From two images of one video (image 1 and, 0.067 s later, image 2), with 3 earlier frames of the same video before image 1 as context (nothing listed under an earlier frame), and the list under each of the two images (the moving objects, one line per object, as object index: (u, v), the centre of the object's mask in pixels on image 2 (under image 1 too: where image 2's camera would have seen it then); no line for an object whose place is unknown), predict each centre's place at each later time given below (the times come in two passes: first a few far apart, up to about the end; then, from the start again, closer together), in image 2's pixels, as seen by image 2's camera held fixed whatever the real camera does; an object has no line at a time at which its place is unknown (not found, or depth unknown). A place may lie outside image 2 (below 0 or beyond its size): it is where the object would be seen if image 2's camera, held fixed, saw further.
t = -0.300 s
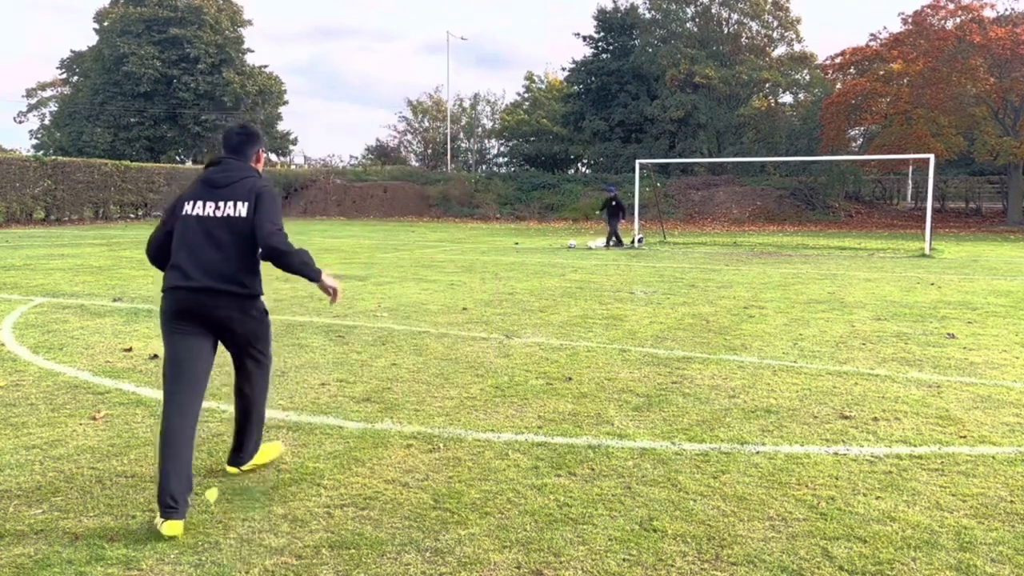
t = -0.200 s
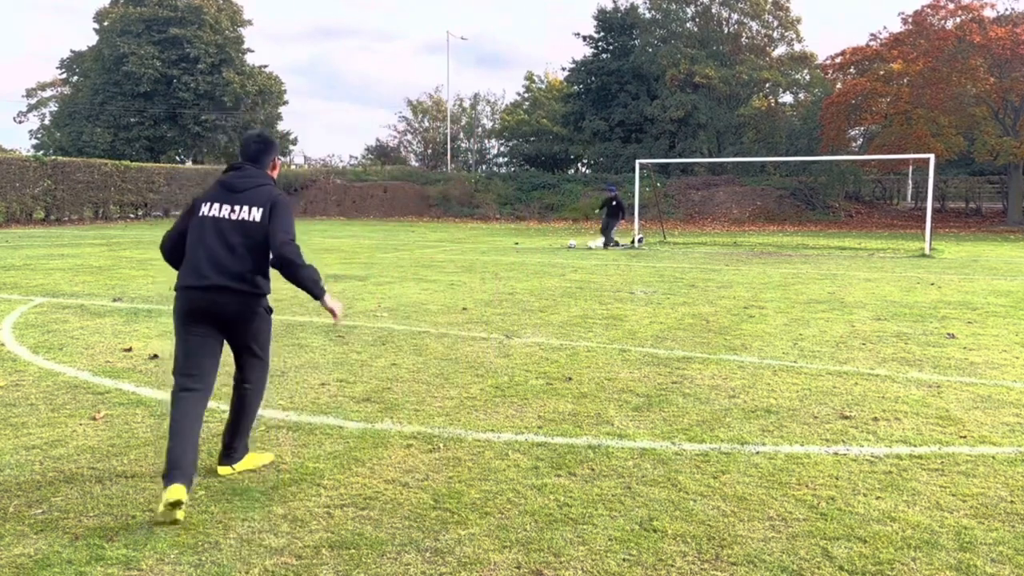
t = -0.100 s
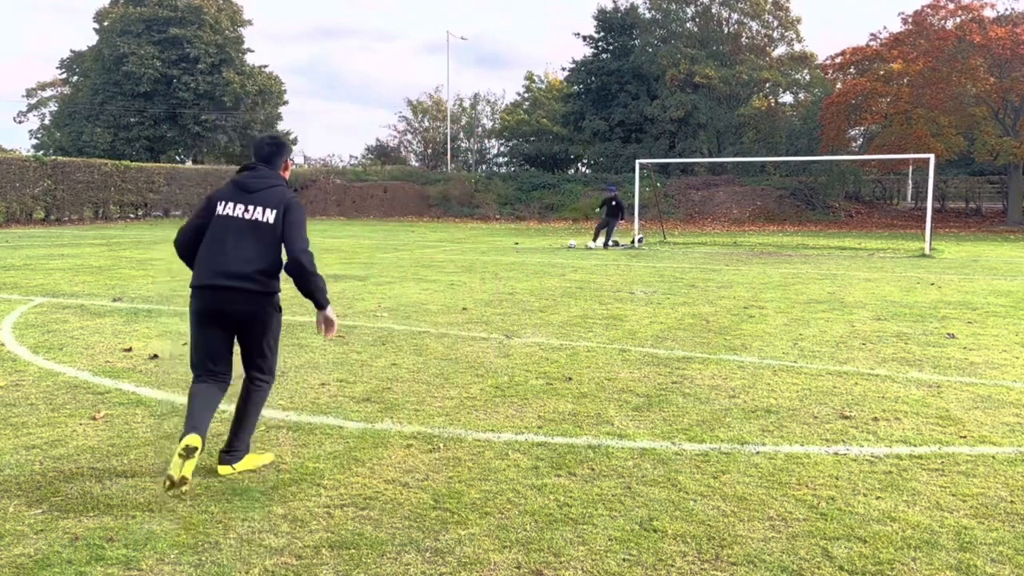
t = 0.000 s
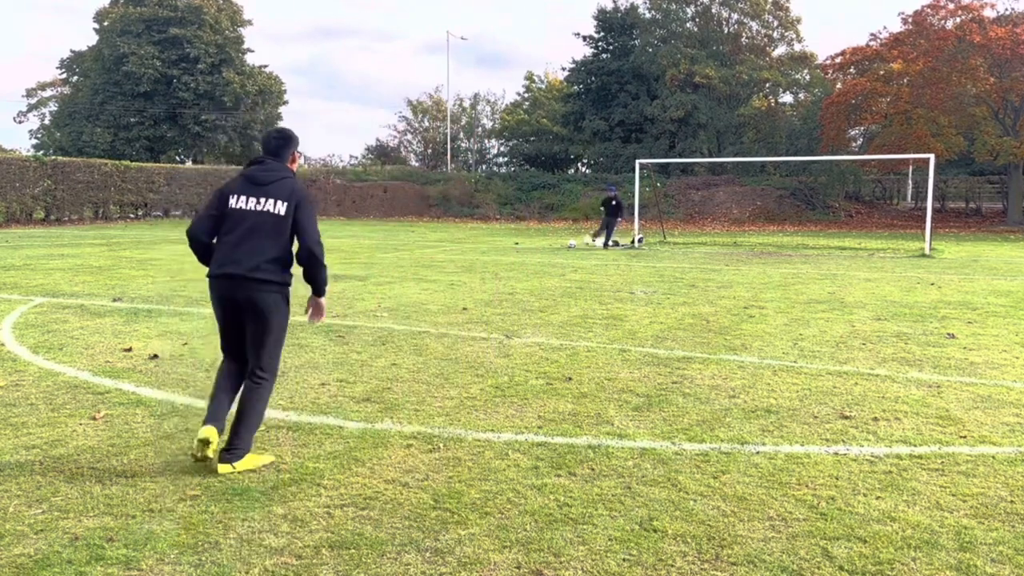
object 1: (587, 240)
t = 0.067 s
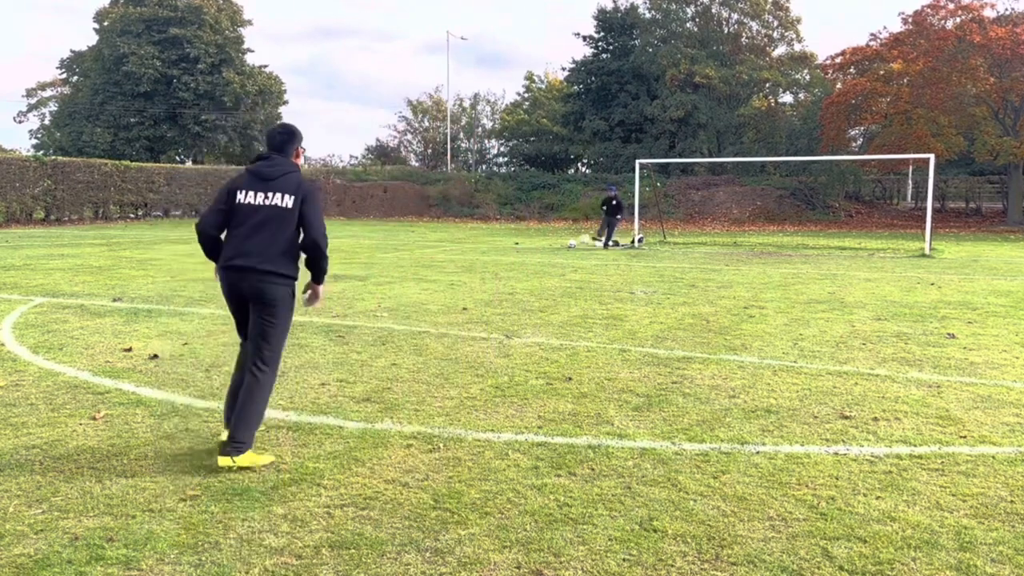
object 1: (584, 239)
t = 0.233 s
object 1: (579, 244)
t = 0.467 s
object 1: (572, 261)
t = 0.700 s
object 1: (567, 268)
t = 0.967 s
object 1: (562, 278)
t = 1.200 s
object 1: (555, 306)
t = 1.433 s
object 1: (552, 315)
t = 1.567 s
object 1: (549, 331)
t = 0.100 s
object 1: (583, 239)
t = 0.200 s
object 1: (581, 242)
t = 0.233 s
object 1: (579, 244)
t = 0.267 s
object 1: (578, 248)
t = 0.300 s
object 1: (576, 252)
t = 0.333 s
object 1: (576, 259)
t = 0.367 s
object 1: (573, 263)
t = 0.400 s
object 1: (573, 264)
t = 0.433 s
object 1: (573, 262)
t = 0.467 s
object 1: (572, 261)
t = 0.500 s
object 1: (571, 259)
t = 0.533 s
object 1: (570, 260)
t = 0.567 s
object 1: (570, 260)
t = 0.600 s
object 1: (570, 261)
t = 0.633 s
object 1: (568, 262)
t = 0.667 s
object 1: (568, 264)
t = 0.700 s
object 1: (567, 268)
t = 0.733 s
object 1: (567, 274)
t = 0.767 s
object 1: (566, 279)
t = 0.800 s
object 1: (565, 285)
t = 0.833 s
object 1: (564, 282)
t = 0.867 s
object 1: (564, 280)
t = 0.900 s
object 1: (563, 279)
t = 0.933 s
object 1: (563, 278)
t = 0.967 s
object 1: (562, 278)
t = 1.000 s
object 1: (561, 279)
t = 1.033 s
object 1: (561, 281)
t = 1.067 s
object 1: (560, 283)
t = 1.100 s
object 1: (559, 287)
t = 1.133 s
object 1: (558, 293)
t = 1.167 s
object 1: (557, 299)
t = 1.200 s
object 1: (555, 306)
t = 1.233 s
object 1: (555, 307)
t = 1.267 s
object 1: (555, 305)
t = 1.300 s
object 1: (554, 305)
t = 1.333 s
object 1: (554, 306)
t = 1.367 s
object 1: (553, 308)
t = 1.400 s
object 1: (552, 310)
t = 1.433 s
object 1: (552, 315)
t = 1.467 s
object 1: (551, 321)
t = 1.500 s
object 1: (550, 329)
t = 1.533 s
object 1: (549, 330)
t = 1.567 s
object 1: (549, 331)
